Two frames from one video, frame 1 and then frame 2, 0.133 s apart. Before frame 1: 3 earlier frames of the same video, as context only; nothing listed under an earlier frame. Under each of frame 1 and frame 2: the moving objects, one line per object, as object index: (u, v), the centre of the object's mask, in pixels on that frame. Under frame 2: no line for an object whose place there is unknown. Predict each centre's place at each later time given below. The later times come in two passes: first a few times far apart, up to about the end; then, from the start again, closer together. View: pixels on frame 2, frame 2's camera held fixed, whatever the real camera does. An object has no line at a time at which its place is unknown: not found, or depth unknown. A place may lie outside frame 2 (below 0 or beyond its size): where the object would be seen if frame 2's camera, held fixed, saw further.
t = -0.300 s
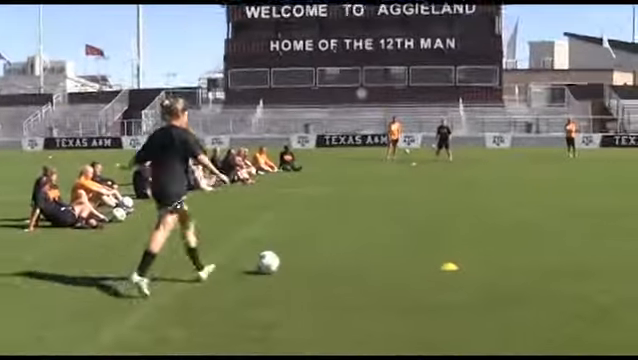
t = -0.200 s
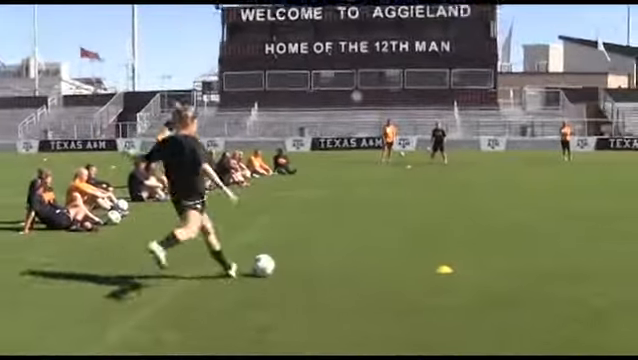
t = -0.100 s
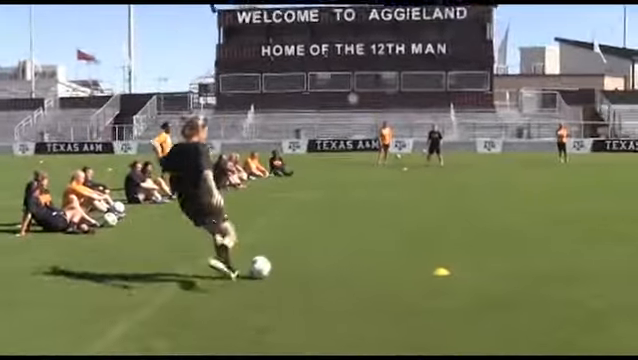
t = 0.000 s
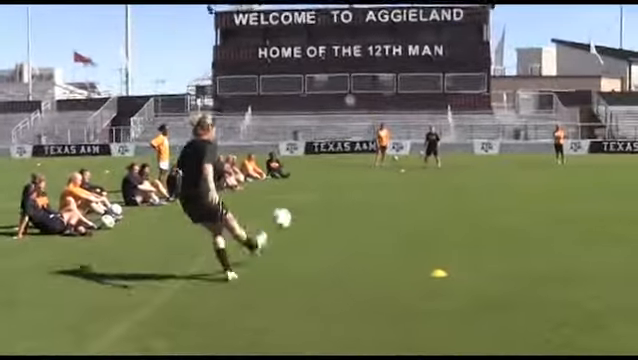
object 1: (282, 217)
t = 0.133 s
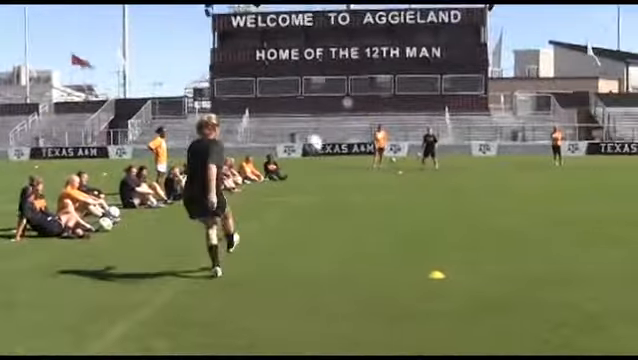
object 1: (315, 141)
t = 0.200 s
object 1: (327, 117)
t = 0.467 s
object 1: (355, 67)
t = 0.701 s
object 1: (367, 61)
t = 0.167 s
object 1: (321, 128)
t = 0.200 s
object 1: (327, 117)
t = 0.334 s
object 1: (344, 84)
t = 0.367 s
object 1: (347, 78)
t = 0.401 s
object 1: (350, 75)
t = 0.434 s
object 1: (353, 71)
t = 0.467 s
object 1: (355, 67)
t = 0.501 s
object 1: (357, 65)
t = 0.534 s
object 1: (359, 63)
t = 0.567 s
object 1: (360, 62)
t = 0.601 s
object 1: (362, 62)
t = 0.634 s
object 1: (364, 61)
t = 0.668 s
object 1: (365, 60)
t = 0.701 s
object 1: (367, 61)
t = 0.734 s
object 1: (369, 62)
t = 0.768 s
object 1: (371, 62)
